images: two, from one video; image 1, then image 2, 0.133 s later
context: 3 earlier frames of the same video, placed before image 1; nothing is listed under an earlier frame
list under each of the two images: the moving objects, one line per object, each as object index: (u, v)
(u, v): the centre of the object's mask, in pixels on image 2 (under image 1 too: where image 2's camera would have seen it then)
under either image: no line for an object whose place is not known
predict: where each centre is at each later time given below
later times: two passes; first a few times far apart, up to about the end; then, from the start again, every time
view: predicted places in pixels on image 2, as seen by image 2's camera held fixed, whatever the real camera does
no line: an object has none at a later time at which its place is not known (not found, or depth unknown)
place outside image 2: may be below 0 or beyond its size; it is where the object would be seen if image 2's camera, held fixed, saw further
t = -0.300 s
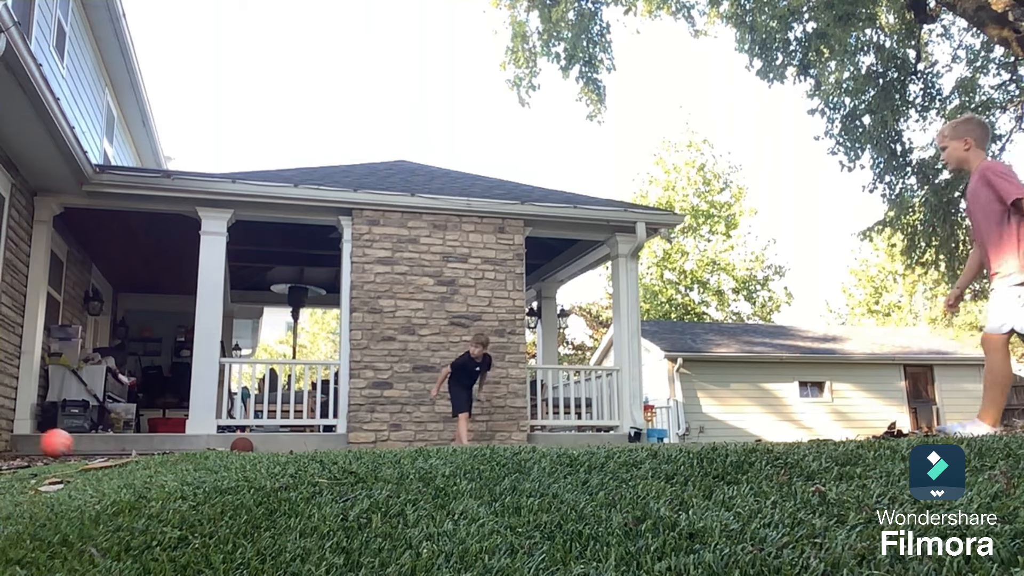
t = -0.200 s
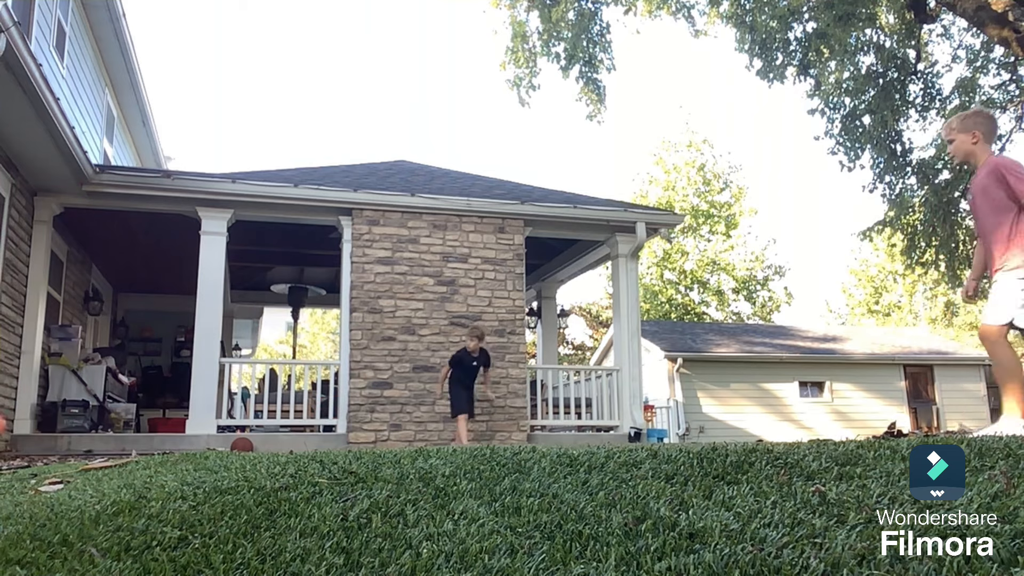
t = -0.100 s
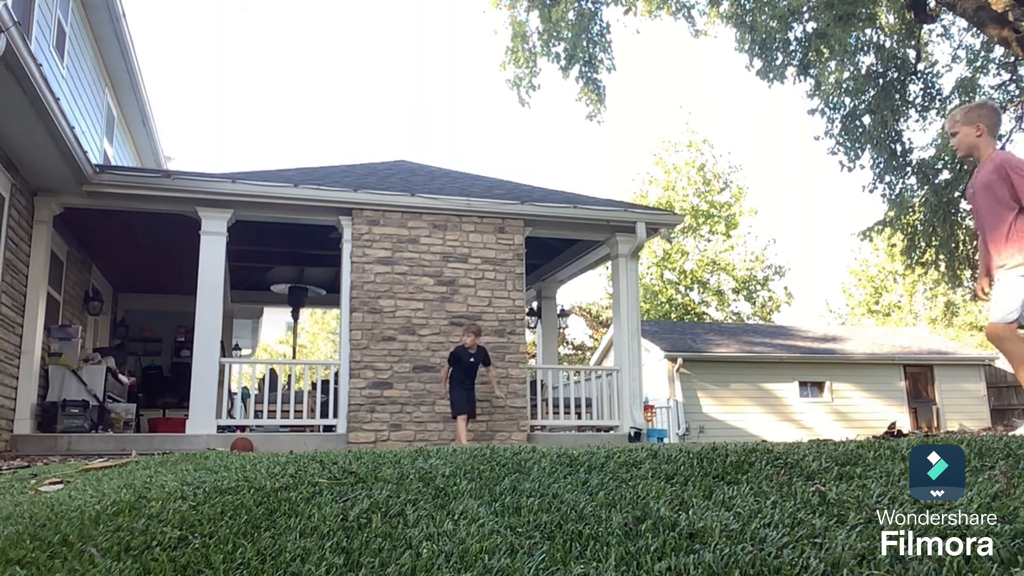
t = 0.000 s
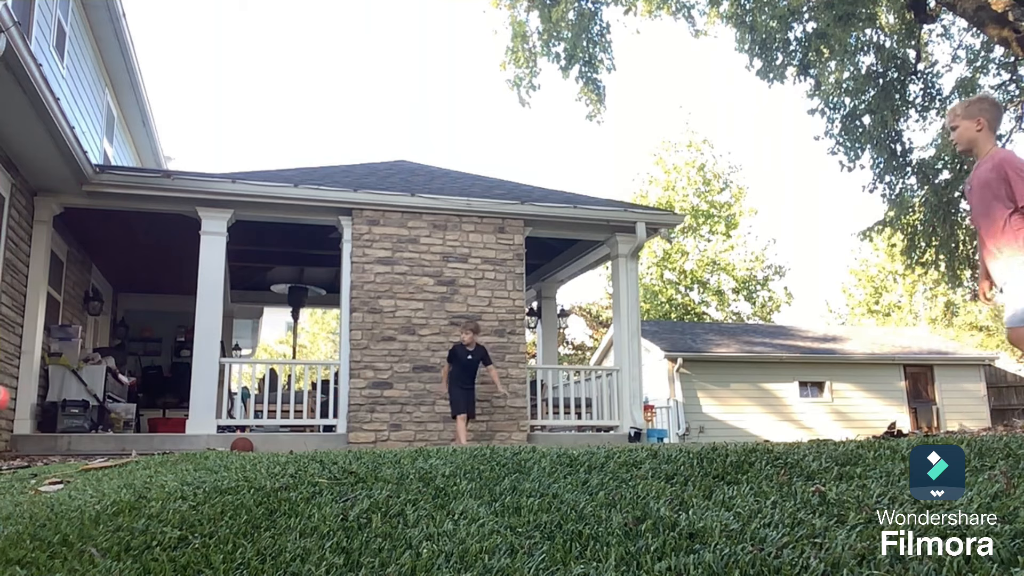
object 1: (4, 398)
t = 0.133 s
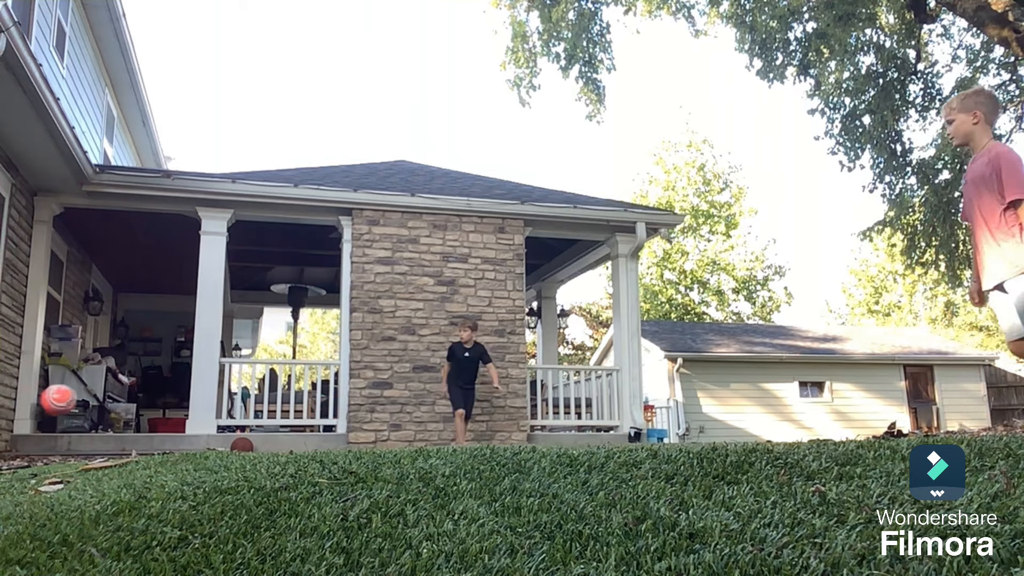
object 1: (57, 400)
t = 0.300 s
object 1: (144, 438)
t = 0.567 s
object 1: (214, 407)
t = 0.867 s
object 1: (294, 425)
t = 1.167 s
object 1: (396, 428)
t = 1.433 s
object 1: (491, 430)
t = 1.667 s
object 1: (576, 428)
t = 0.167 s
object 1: (76, 403)
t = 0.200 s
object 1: (92, 410)
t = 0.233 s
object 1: (109, 417)
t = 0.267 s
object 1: (126, 426)
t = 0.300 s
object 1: (144, 438)
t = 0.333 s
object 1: (159, 441)
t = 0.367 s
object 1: (167, 433)
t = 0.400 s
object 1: (175, 424)
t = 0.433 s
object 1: (182, 417)
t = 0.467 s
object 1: (190, 412)
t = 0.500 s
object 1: (198, 409)
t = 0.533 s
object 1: (206, 407)
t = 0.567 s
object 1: (214, 407)
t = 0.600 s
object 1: (222, 409)
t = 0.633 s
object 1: (229, 413)
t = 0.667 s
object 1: (236, 417)
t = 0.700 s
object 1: (243, 424)
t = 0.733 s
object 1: (250, 434)
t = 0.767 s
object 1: (260, 438)
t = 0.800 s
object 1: (272, 434)
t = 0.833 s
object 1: (283, 428)
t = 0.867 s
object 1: (294, 425)
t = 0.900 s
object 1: (305, 423)
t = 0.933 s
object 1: (317, 423)
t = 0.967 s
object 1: (328, 425)
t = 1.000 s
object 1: (339, 430)
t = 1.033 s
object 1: (352, 434)
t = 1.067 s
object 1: (362, 435)
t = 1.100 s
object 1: (374, 431)
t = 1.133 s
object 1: (385, 428)
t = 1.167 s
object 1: (396, 428)
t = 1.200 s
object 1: (407, 428)
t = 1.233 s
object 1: (418, 429)
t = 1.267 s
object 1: (430, 433)
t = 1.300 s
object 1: (443, 432)
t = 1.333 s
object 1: (455, 429)
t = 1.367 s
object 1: (466, 427)
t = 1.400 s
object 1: (480, 428)
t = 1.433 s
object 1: (491, 430)
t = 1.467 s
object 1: (503, 431)
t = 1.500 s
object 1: (514, 429)
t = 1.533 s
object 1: (526, 428)
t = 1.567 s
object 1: (538, 428)
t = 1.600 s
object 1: (550, 430)
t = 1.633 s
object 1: (563, 429)
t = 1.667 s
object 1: (576, 428)
